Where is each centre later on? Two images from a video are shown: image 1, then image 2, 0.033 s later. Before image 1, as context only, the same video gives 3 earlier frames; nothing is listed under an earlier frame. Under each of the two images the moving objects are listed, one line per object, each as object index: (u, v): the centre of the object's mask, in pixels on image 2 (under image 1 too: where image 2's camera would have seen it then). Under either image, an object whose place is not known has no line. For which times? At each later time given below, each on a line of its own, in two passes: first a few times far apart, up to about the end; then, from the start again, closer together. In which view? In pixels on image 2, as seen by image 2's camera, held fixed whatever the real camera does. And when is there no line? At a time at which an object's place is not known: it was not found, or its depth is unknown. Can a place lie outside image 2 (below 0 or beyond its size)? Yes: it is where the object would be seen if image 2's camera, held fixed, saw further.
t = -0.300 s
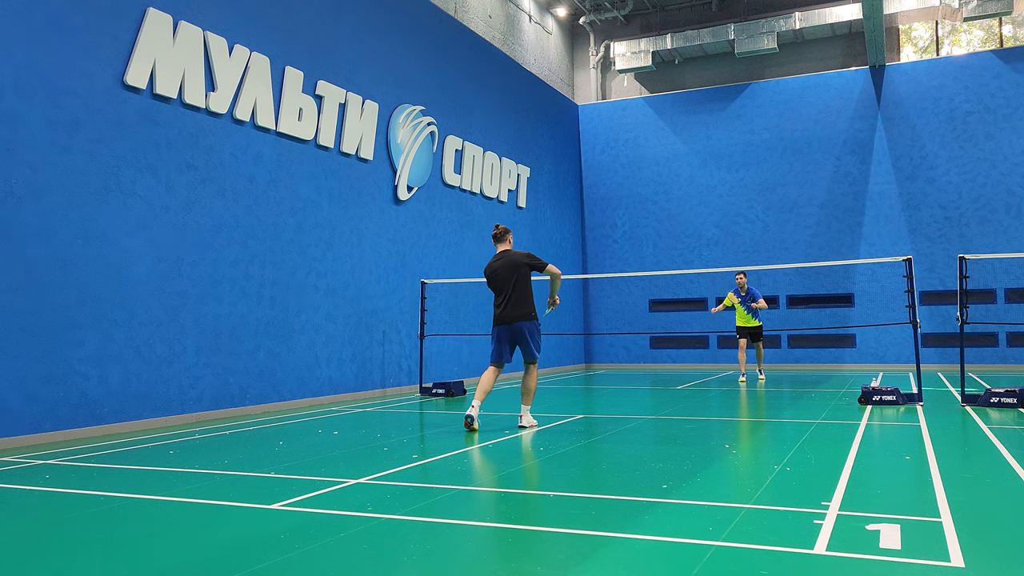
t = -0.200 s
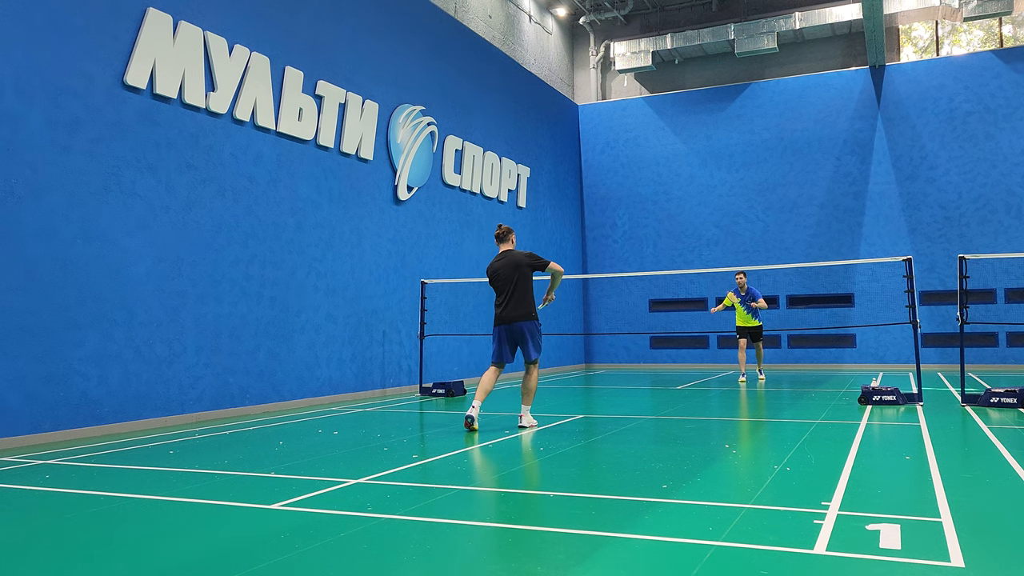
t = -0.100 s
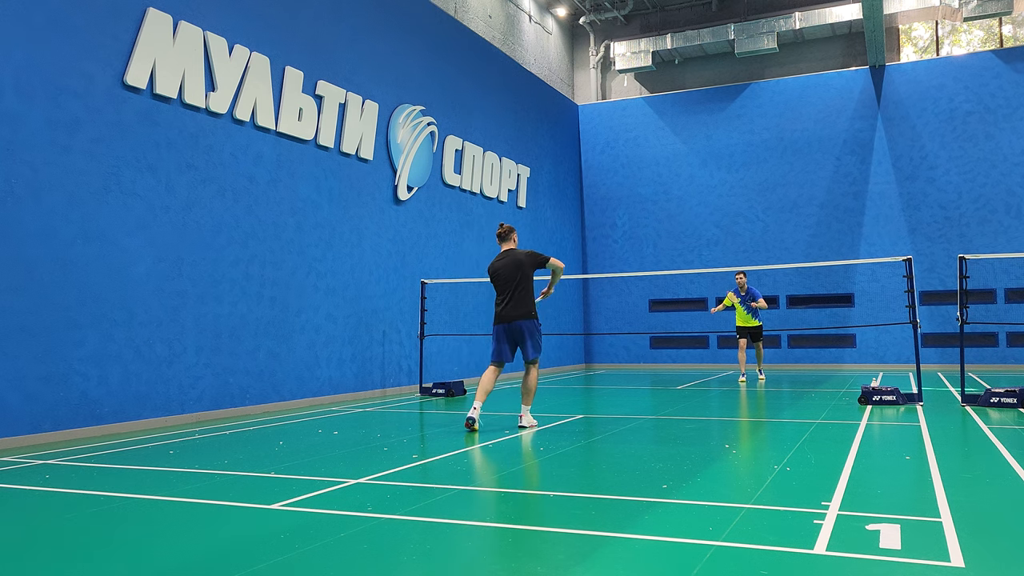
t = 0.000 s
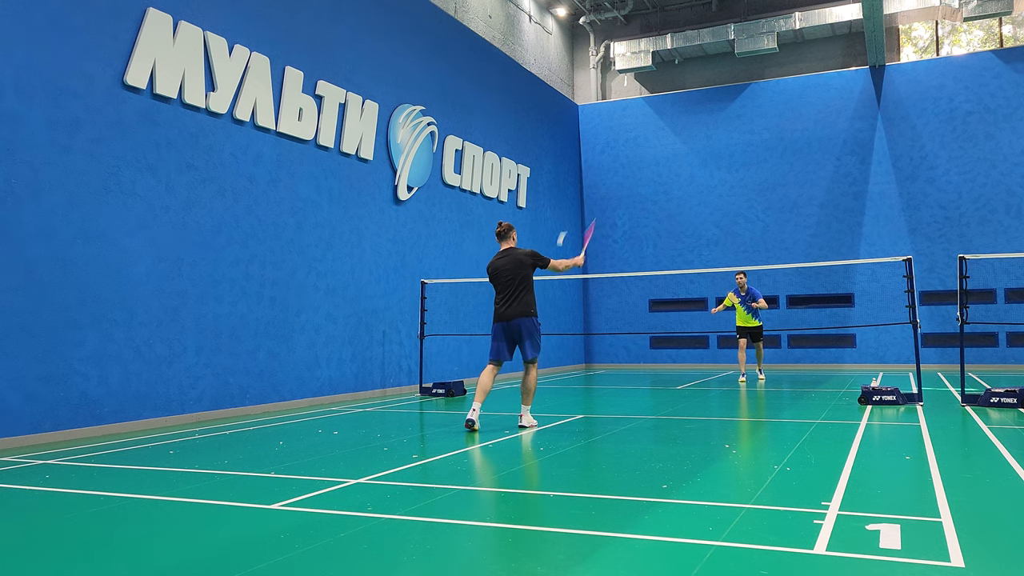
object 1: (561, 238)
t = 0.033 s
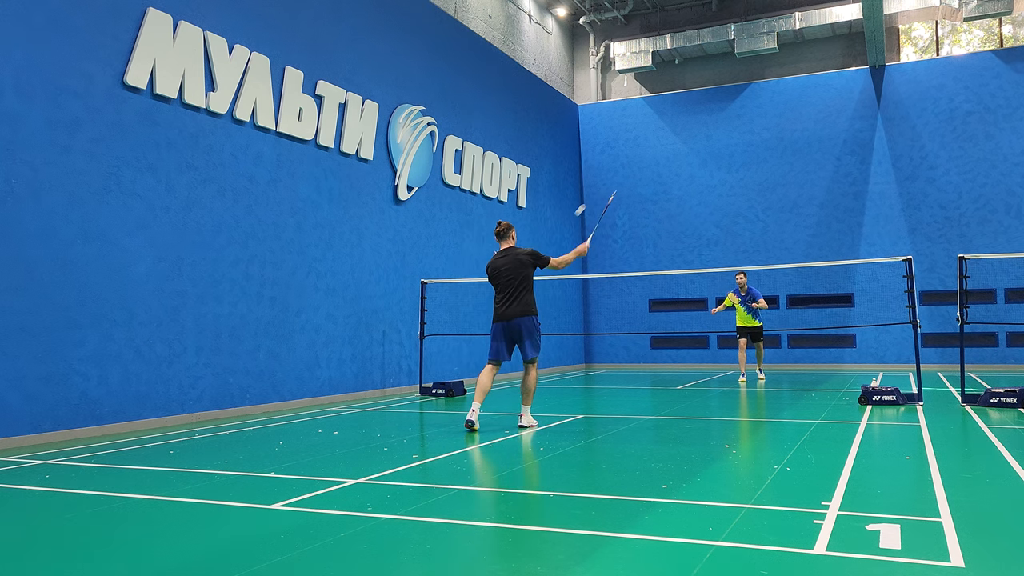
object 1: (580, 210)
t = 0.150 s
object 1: (621, 152)
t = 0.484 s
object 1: (674, 115)
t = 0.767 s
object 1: (700, 139)
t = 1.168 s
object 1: (726, 222)
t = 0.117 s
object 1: (611, 164)
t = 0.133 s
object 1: (616, 158)
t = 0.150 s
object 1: (621, 152)
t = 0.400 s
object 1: (664, 115)
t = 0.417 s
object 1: (666, 114)
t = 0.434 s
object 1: (668, 114)
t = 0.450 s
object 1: (670, 114)
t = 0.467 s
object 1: (672, 114)
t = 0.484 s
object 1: (674, 115)
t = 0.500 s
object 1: (675, 115)
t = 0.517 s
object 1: (678, 116)
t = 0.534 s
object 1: (679, 116)
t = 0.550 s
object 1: (681, 117)
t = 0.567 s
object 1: (683, 118)
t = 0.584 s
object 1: (684, 119)
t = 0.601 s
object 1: (686, 120)
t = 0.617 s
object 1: (687, 122)
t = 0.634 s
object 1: (688, 123)
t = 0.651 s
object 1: (690, 125)
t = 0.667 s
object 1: (691, 127)
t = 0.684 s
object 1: (693, 128)
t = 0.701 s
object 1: (694, 131)
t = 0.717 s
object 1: (696, 133)
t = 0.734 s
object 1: (697, 134)
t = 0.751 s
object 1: (698, 137)
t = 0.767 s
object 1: (700, 139)
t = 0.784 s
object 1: (701, 142)
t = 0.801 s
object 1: (702, 144)
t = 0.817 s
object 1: (703, 147)
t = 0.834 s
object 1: (705, 150)
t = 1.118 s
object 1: (723, 209)
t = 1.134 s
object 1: (724, 213)
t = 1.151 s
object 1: (725, 217)
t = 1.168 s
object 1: (726, 222)
